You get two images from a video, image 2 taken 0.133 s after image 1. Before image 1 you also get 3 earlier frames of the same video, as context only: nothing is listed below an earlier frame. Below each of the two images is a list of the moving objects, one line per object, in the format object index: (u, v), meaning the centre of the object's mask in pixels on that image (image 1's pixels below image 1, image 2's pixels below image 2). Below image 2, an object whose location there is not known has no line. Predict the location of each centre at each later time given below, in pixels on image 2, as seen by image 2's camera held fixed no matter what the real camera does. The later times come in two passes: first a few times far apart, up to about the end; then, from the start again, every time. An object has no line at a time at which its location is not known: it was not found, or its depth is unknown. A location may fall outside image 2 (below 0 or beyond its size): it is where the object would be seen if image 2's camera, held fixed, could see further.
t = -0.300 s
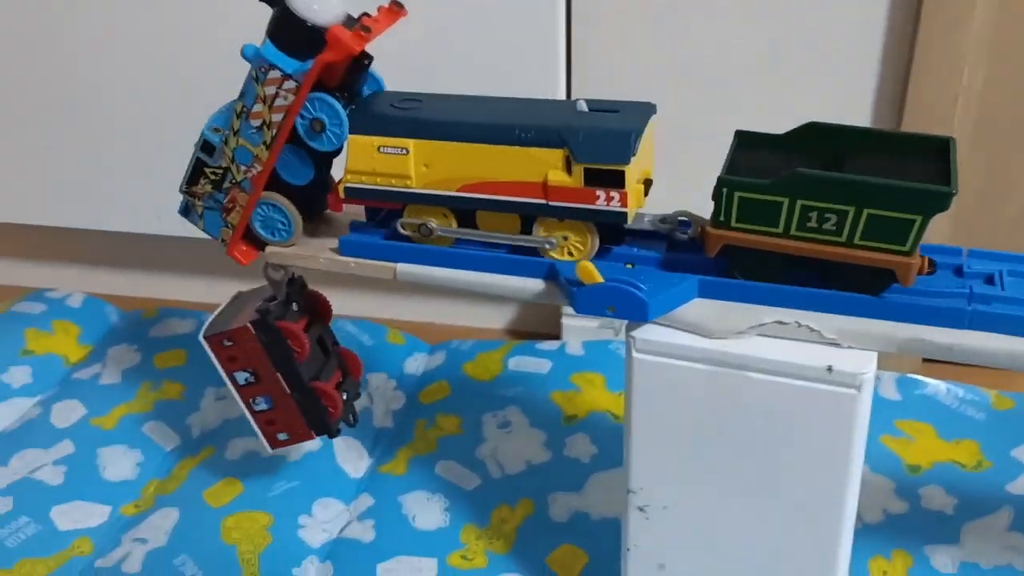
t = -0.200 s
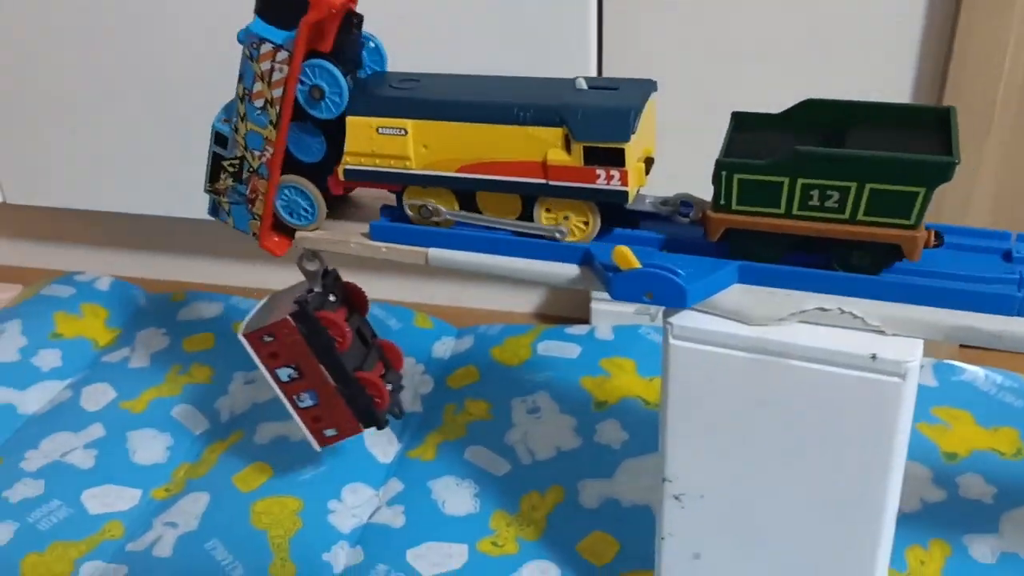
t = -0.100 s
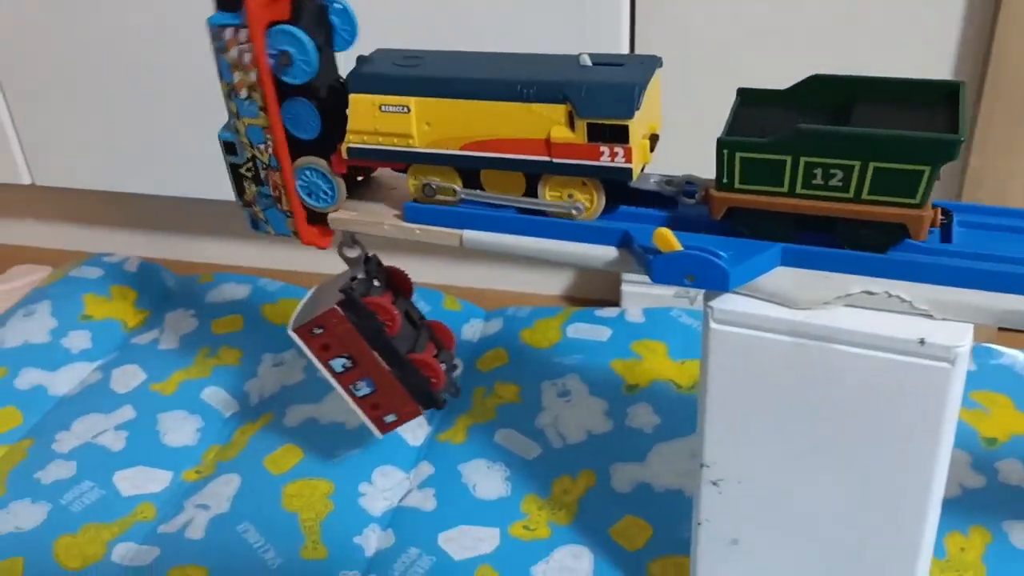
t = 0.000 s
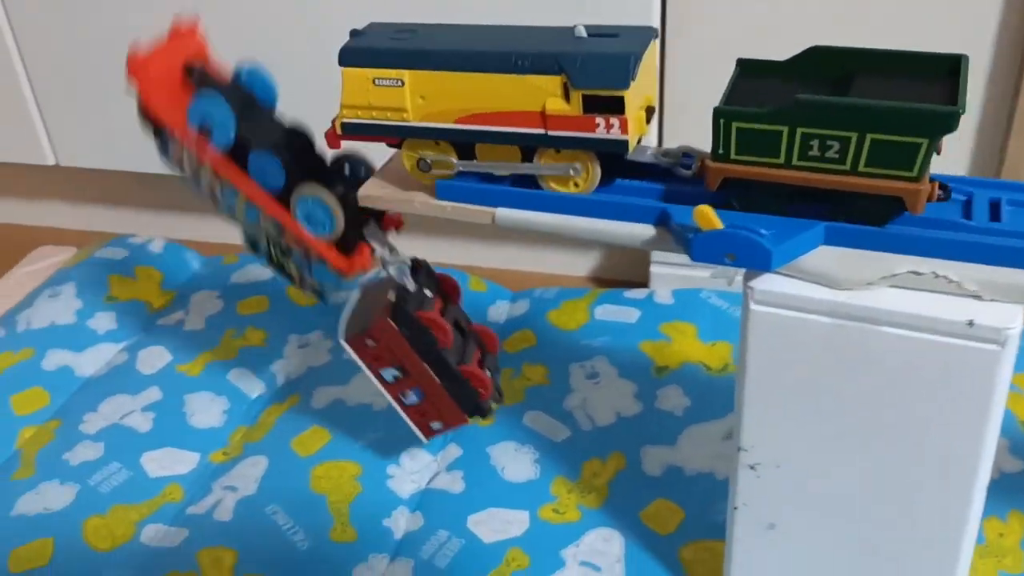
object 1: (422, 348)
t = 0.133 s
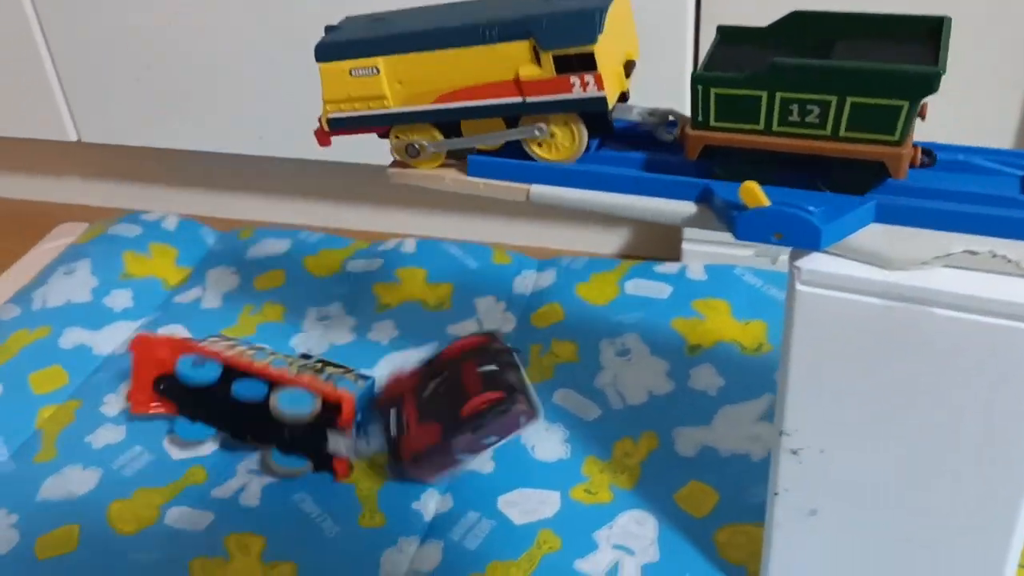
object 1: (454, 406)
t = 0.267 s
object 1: (406, 417)
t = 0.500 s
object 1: (433, 430)
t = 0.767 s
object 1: (432, 430)
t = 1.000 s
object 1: (432, 430)
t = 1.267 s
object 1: (433, 431)
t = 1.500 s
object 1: (433, 431)
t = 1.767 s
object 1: (433, 431)
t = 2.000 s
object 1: (433, 431)
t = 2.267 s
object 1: (433, 431)
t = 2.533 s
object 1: (433, 431)
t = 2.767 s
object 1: (433, 431)
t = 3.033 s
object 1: (433, 432)
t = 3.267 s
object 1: (433, 432)
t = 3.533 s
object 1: (433, 431)
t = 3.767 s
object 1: (433, 431)
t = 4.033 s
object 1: (433, 432)
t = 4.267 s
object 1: (434, 431)
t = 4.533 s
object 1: (434, 432)
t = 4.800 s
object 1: (433, 432)
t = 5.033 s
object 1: (433, 431)
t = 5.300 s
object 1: (433, 432)
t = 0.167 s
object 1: (430, 406)
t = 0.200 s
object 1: (412, 401)
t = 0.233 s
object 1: (402, 404)
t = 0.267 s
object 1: (406, 417)
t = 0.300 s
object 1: (418, 412)
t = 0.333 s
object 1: (426, 414)
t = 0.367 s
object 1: (430, 417)
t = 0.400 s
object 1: (435, 420)
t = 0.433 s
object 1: (437, 427)
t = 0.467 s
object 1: (436, 432)
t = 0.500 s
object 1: (433, 430)
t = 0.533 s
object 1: (433, 430)
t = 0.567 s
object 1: (432, 429)
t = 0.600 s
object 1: (432, 429)
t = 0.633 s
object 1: (432, 430)
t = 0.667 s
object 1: (432, 430)
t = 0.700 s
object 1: (432, 430)
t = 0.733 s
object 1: (432, 430)
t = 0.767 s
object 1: (432, 430)
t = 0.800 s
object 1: (432, 430)
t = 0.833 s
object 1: (432, 430)
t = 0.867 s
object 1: (432, 430)
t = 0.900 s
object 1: (432, 430)
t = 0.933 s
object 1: (432, 430)
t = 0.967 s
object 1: (432, 430)
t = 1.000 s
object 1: (432, 430)
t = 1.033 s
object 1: (432, 430)
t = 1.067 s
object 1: (432, 430)
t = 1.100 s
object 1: (432, 430)
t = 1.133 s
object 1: (432, 430)
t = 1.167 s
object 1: (432, 430)
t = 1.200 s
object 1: (432, 430)
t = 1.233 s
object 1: (433, 430)
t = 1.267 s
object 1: (433, 431)
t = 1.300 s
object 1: (433, 430)
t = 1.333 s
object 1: (433, 430)
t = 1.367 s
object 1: (433, 430)
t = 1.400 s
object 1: (433, 430)
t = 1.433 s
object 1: (433, 430)
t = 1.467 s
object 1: (433, 430)
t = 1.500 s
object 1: (433, 431)
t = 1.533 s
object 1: (433, 431)
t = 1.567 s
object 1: (433, 431)
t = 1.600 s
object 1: (433, 431)
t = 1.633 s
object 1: (433, 431)
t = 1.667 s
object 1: (433, 431)
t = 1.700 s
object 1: (433, 431)
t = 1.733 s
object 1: (433, 431)
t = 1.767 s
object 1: (433, 431)
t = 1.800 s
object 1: (433, 431)
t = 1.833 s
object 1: (433, 431)
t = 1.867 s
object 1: (433, 431)
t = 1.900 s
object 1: (433, 431)
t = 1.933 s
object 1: (433, 431)
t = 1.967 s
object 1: (433, 431)
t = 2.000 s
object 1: (433, 431)
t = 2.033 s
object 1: (433, 431)
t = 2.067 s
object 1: (433, 431)
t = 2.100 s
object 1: (433, 431)
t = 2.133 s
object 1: (433, 431)
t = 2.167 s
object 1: (432, 431)
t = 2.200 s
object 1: (433, 431)
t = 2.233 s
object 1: (433, 431)
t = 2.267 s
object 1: (433, 431)
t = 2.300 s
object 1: (433, 431)
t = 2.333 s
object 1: (433, 431)
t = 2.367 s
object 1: (433, 431)
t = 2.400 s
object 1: (432, 431)
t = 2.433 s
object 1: (433, 431)
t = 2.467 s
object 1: (433, 431)
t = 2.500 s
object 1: (433, 431)
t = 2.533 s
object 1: (433, 431)
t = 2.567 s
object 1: (433, 431)
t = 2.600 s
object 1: (433, 431)
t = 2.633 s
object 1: (433, 431)
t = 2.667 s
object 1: (433, 431)
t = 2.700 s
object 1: (433, 431)
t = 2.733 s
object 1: (433, 431)
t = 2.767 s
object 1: (433, 431)
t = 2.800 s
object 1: (433, 432)
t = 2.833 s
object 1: (433, 432)
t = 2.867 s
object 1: (433, 432)
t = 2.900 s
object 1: (433, 432)
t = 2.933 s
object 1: (433, 432)
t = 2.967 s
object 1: (433, 432)
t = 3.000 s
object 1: (433, 432)
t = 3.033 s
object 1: (433, 432)
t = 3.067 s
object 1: (433, 432)
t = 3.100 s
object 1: (433, 432)
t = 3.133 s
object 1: (433, 432)
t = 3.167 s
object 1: (433, 432)
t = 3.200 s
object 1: (433, 432)
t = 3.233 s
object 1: (433, 432)
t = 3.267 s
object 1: (433, 432)
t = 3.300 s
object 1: (433, 432)
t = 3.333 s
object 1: (433, 432)
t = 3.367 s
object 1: (433, 432)
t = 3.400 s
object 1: (433, 432)
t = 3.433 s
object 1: (433, 432)
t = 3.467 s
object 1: (433, 431)
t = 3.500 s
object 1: (433, 431)
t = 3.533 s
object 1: (433, 431)
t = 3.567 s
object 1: (433, 431)
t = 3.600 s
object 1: (433, 431)
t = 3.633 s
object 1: (433, 431)
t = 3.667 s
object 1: (433, 431)
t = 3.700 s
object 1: (433, 432)
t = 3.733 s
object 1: (433, 432)
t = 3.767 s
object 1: (433, 431)
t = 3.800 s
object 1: (433, 431)
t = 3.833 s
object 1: (433, 431)
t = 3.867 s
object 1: (433, 431)
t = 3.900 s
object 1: (433, 431)
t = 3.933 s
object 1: (433, 431)
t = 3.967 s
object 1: (433, 431)
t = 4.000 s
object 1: (433, 431)
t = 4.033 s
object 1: (433, 432)
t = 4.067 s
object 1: (433, 432)
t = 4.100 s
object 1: (433, 431)
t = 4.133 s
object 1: (433, 431)
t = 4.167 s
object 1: (433, 431)
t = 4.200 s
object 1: (433, 431)
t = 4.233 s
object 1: (434, 431)
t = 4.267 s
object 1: (434, 431)
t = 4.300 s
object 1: (434, 431)
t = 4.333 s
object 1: (434, 431)
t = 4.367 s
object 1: (434, 431)
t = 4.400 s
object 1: (434, 431)
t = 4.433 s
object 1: (434, 431)
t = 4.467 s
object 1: (434, 432)
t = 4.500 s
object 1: (434, 432)
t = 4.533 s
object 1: (434, 432)
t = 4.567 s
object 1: (434, 431)
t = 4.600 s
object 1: (434, 431)
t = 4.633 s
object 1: (434, 431)
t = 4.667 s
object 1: (433, 431)
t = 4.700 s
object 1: (433, 431)
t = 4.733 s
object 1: (433, 431)
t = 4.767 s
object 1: (433, 432)
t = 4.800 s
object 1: (433, 432)
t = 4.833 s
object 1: (433, 432)
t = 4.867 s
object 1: (433, 432)
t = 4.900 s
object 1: (433, 432)
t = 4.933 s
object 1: (433, 432)
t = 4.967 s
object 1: (433, 432)
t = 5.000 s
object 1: (433, 432)
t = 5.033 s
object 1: (433, 431)
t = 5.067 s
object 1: (433, 431)
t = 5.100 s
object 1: (433, 432)
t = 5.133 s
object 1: (433, 432)
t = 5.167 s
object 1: (433, 432)
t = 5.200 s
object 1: (433, 432)
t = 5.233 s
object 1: (433, 432)
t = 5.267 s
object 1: (433, 432)
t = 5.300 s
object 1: (433, 432)
